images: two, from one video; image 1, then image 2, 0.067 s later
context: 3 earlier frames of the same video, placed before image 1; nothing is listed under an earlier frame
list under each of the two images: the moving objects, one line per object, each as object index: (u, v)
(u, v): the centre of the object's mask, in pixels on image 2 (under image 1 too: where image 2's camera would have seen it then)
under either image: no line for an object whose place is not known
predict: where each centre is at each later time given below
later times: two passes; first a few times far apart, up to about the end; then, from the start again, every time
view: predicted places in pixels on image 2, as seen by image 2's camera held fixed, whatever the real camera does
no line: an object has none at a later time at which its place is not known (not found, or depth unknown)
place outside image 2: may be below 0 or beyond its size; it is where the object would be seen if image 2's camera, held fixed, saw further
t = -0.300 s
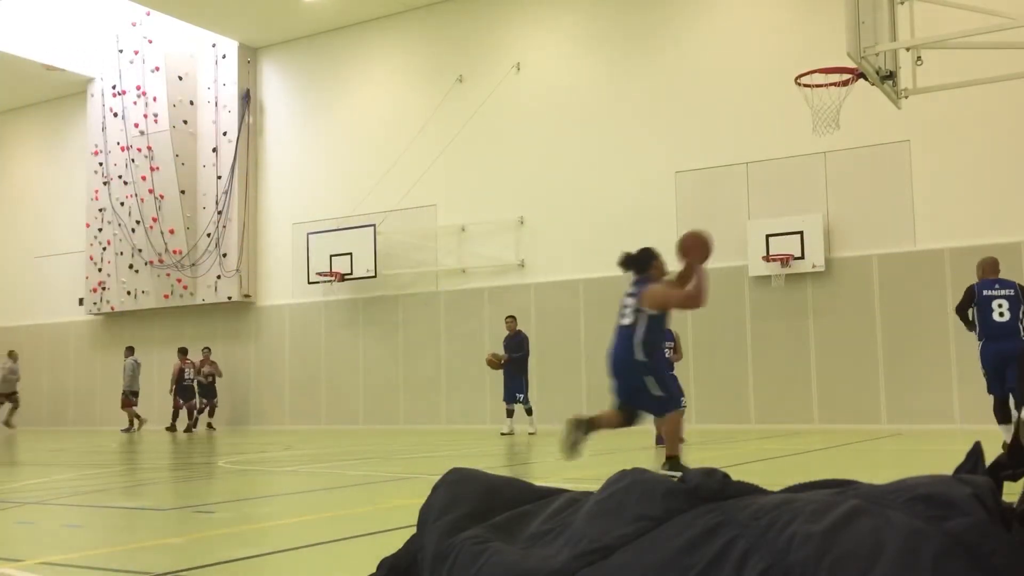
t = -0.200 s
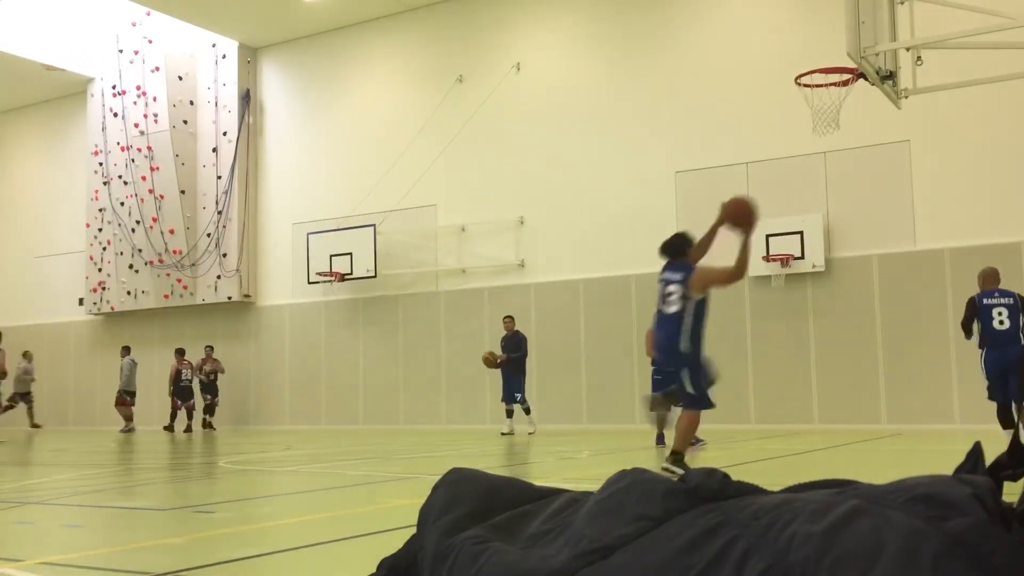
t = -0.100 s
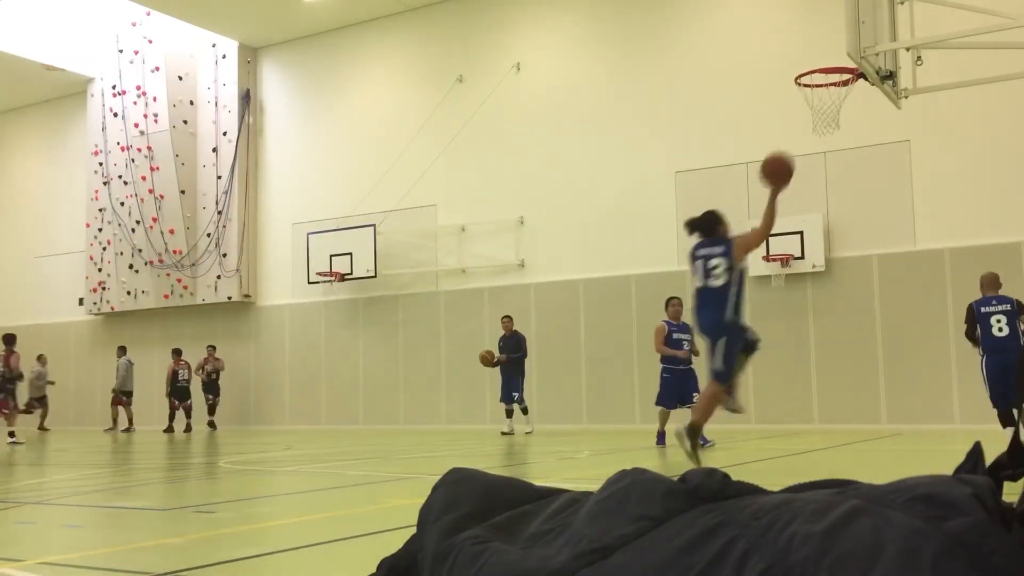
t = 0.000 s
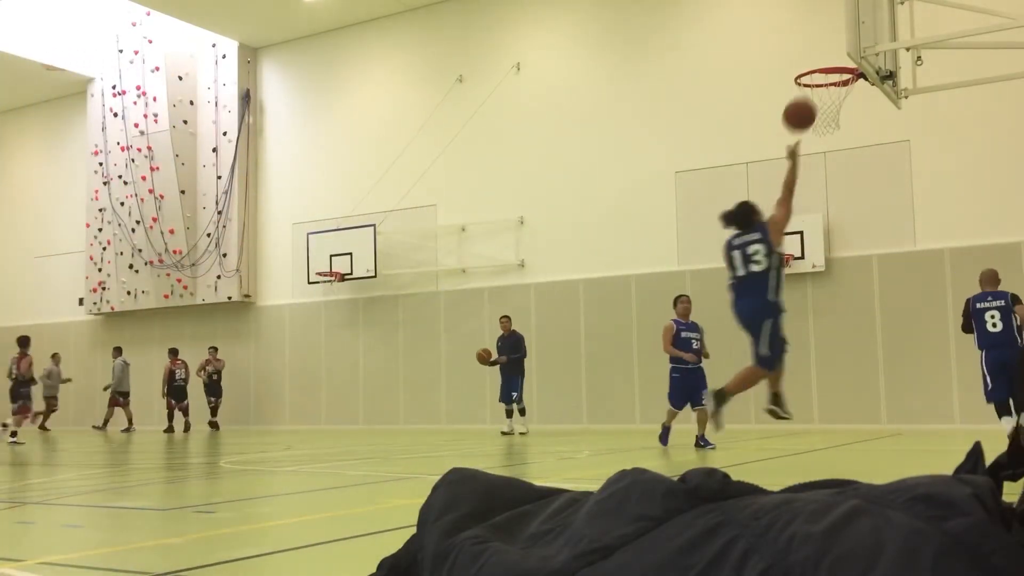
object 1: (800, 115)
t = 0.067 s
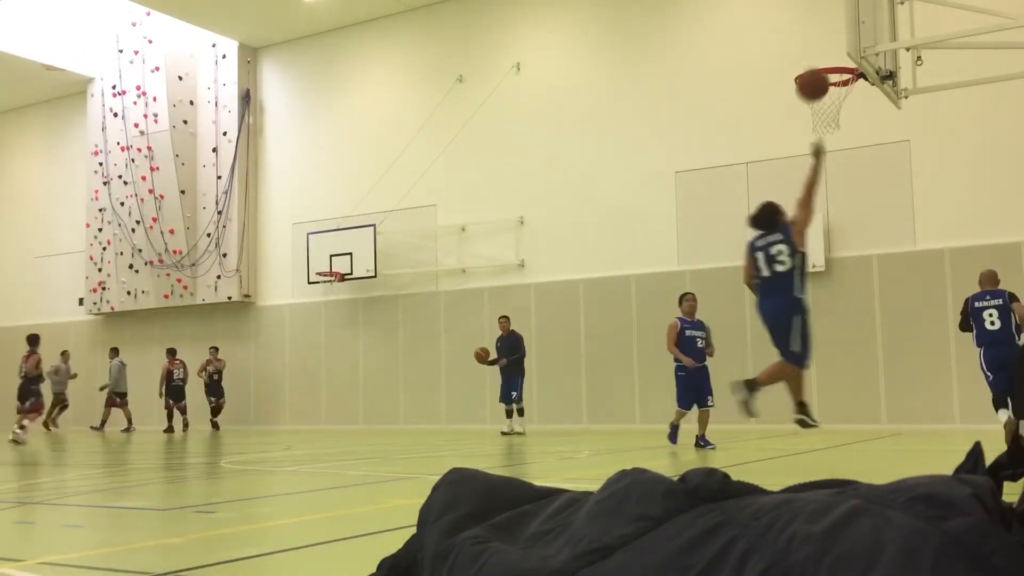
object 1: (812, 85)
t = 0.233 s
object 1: (839, 41)
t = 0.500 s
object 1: (834, 45)
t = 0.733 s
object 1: (819, 69)
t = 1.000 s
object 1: (846, 98)
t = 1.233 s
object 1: (841, 113)
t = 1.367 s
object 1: (828, 138)
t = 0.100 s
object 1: (820, 72)
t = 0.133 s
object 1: (826, 62)
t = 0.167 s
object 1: (833, 53)
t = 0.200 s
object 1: (836, 46)
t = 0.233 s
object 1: (839, 41)
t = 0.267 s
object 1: (841, 37)
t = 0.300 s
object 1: (841, 34)
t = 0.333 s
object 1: (840, 32)
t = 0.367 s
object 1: (839, 32)
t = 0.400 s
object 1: (837, 34)
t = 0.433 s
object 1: (836, 36)
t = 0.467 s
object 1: (835, 40)
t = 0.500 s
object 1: (834, 45)
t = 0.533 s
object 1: (832, 51)
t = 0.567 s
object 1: (831, 57)
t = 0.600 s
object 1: (828, 68)
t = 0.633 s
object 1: (826, 73)
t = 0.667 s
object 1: (824, 71)
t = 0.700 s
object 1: (821, 69)
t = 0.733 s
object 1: (819, 69)
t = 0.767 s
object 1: (817, 71)
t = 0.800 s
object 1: (814, 73)
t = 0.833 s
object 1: (818, 75)
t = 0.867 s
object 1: (824, 78)
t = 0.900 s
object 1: (830, 84)
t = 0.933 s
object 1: (836, 88)
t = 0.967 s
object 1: (841, 94)
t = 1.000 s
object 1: (846, 98)
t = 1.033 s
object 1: (849, 101)
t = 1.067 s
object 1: (851, 101)
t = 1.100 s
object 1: (850, 102)
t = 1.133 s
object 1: (849, 104)
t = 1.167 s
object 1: (847, 106)
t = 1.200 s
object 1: (844, 109)
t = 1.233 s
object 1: (841, 113)
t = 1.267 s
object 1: (838, 117)
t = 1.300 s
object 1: (835, 123)
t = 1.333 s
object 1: (831, 130)
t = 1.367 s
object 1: (828, 138)
